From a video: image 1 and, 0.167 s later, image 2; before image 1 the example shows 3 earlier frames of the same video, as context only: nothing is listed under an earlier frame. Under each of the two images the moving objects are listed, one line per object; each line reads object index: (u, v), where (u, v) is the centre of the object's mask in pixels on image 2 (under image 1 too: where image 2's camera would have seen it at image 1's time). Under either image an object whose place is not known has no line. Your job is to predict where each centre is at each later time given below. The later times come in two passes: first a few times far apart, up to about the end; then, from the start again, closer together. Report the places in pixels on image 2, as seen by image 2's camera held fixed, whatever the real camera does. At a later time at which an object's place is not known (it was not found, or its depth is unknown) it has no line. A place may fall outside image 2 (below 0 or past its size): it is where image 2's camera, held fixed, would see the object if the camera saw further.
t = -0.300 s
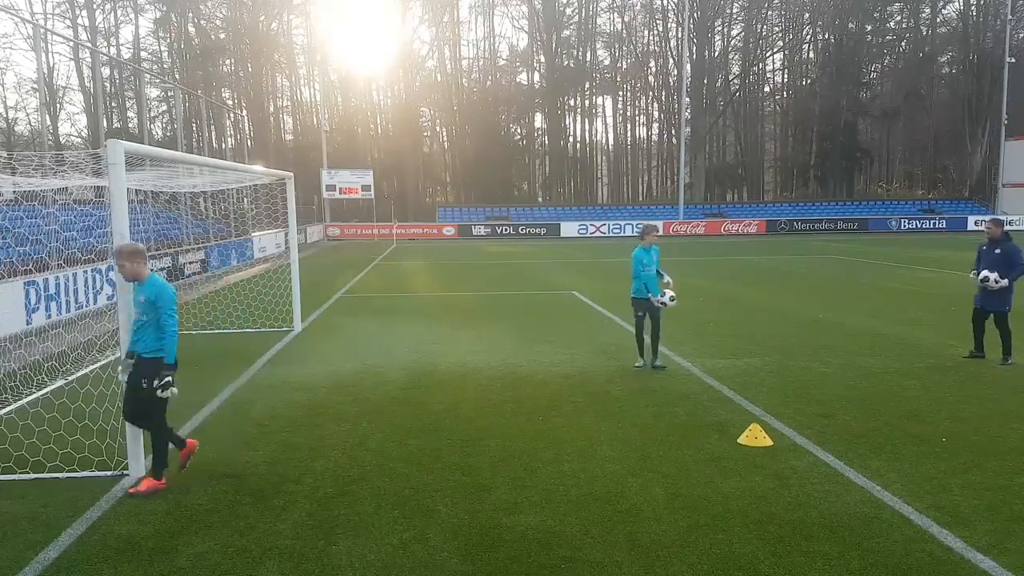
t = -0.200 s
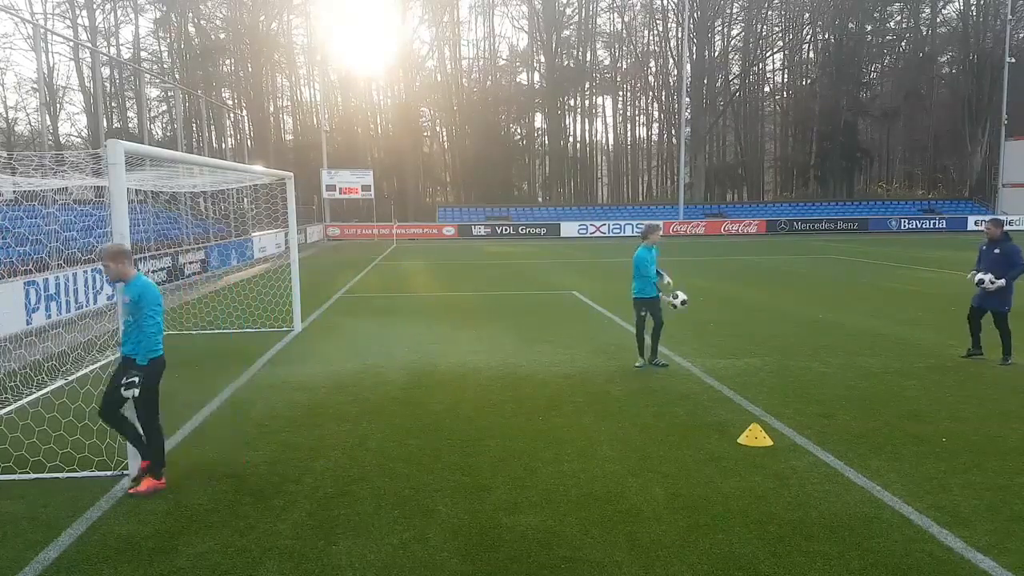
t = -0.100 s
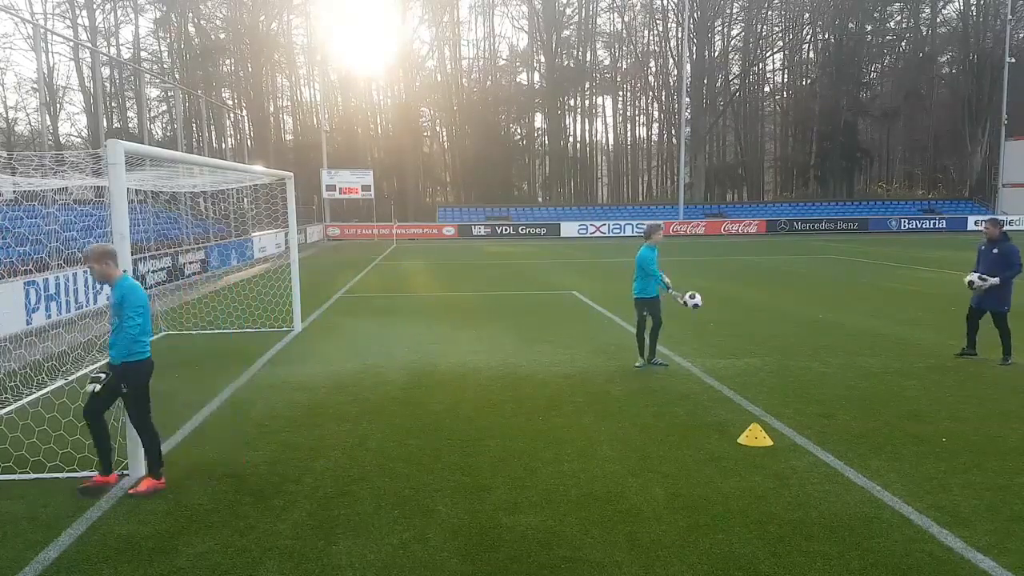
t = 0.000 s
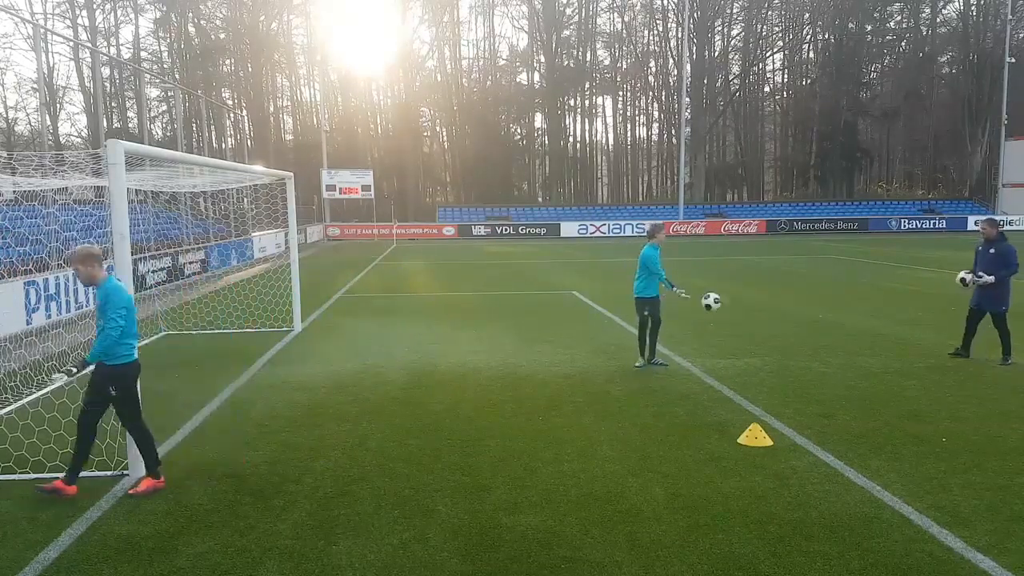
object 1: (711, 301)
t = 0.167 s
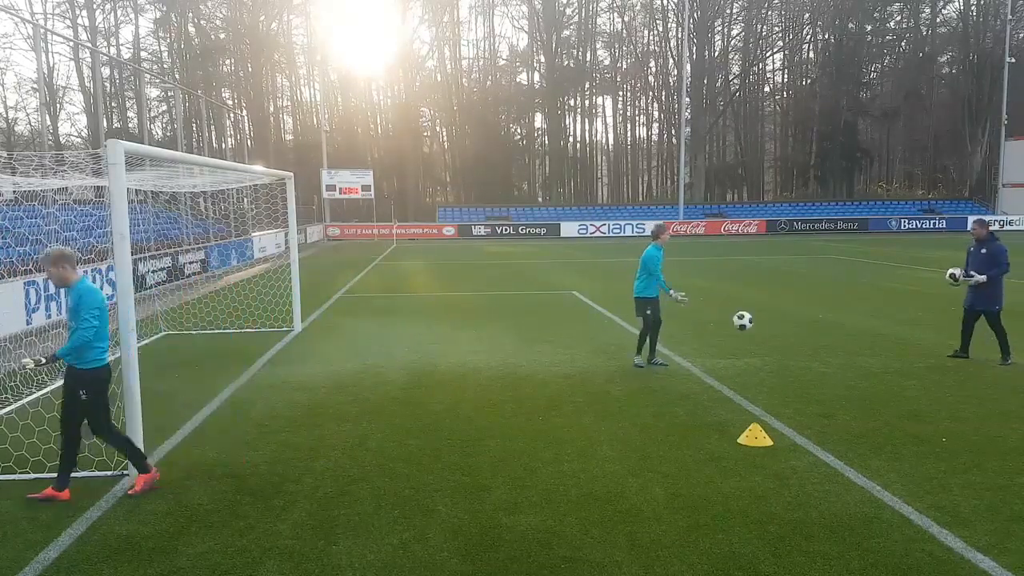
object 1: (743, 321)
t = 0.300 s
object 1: (767, 352)
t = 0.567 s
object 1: (807, 339)
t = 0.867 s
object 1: (846, 364)
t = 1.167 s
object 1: (888, 365)
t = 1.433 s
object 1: (922, 371)
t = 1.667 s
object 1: (951, 372)
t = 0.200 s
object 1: (749, 327)
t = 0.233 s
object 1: (755, 335)
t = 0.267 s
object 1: (761, 343)
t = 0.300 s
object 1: (767, 352)
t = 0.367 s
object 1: (778, 364)
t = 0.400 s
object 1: (783, 358)
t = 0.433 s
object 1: (788, 352)
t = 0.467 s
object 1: (792, 348)
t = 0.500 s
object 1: (797, 344)
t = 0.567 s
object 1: (807, 339)
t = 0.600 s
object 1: (811, 338)
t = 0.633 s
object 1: (815, 338)
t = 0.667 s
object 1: (820, 339)
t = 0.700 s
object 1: (825, 341)
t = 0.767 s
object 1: (834, 348)
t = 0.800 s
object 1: (838, 352)
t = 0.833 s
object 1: (842, 358)
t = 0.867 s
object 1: (846, 364)
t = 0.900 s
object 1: (850, 369)
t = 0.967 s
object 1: (860, 362)
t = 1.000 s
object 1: (865, 360)
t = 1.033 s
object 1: (869, 360)
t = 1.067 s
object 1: (874, 359)
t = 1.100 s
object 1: (879, 360)
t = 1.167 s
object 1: (888, 365)
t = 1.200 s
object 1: (893, 369)
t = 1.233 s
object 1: (897, 370)
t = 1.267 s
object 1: (901, 368)
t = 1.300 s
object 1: (905, 368)
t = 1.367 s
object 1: (914, 369)
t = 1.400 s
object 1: (918, 370)
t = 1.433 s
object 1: (922, 371)
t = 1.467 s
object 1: (927, 370)
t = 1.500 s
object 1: (931, 371)
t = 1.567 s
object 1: (939, 372)
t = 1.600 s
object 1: (941, 372)
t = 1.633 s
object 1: (947, 372)
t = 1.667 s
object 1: (951, 372)
